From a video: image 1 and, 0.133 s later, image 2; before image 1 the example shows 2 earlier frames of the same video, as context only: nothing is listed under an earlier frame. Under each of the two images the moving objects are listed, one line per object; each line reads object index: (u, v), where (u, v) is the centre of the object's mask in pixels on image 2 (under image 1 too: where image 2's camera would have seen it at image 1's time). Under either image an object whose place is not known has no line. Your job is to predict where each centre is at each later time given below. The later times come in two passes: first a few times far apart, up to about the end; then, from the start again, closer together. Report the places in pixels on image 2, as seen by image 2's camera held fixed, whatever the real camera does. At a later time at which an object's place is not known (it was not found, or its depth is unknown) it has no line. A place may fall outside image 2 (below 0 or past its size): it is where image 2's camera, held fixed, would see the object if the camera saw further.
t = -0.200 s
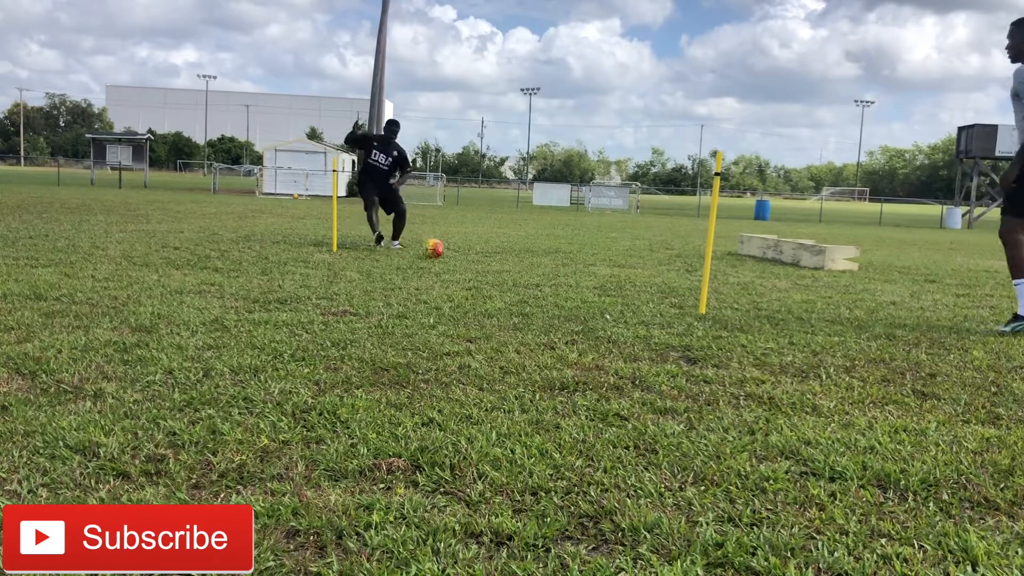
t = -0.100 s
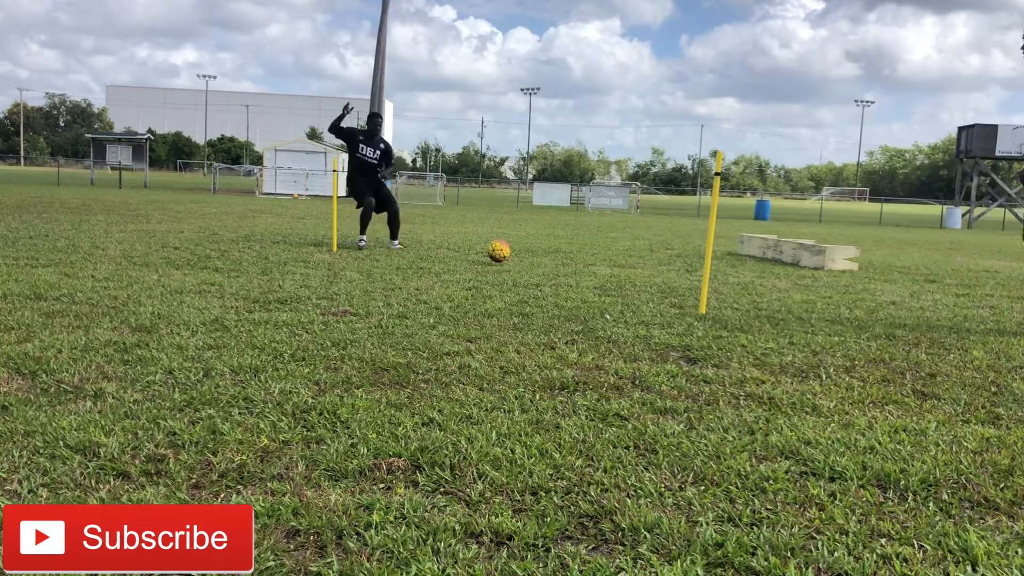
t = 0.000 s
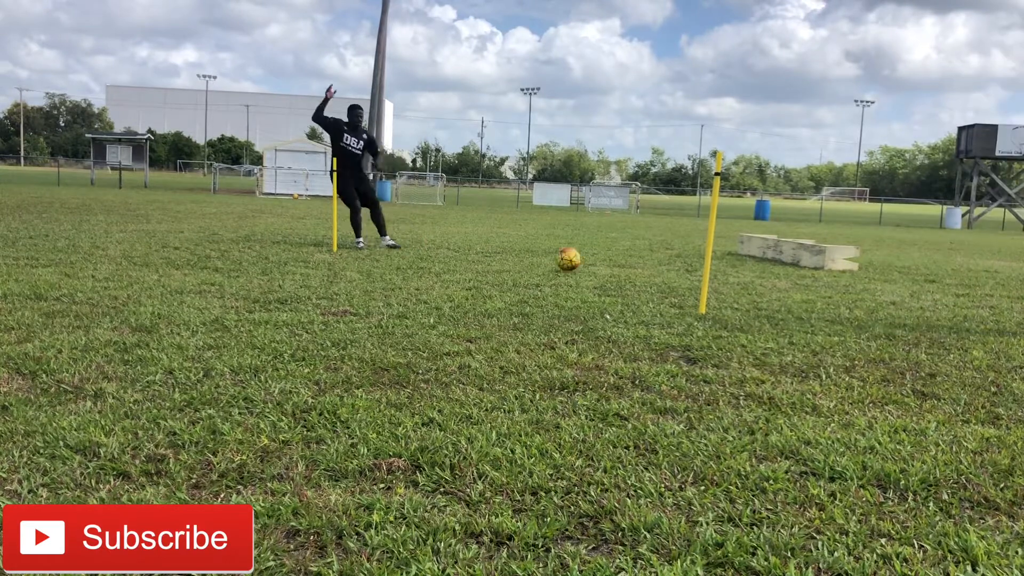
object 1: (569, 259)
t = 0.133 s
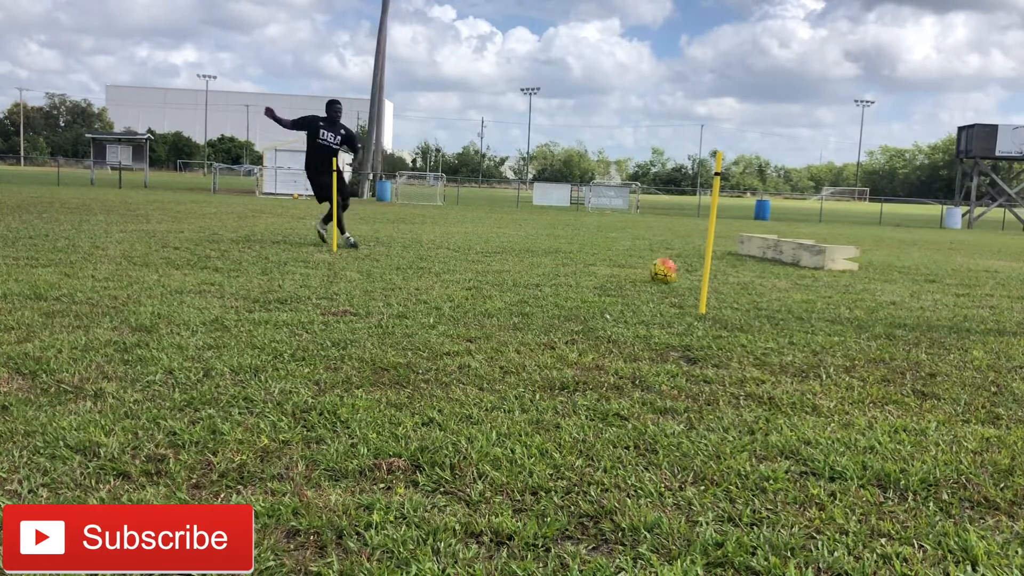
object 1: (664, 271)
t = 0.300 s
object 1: (782, 282)
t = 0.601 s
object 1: (1004, 304)
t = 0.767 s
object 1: (1018, 302)
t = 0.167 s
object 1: (687, 273)
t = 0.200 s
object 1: (716, 276)
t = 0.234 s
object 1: (733, 278)
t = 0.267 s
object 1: (757, 281)
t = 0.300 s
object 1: (782, 282)
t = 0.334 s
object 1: (804, 284)
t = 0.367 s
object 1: (827, 285)
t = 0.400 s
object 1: (852, 287)
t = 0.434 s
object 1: (876, 291)
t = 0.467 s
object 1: (902, 295)
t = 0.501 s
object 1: (926, 298)
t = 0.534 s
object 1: (953, 300)
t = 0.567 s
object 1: (978, 302)
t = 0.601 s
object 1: (1004, 304)
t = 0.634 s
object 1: (1018, 308)
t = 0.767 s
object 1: (1018, 302)
